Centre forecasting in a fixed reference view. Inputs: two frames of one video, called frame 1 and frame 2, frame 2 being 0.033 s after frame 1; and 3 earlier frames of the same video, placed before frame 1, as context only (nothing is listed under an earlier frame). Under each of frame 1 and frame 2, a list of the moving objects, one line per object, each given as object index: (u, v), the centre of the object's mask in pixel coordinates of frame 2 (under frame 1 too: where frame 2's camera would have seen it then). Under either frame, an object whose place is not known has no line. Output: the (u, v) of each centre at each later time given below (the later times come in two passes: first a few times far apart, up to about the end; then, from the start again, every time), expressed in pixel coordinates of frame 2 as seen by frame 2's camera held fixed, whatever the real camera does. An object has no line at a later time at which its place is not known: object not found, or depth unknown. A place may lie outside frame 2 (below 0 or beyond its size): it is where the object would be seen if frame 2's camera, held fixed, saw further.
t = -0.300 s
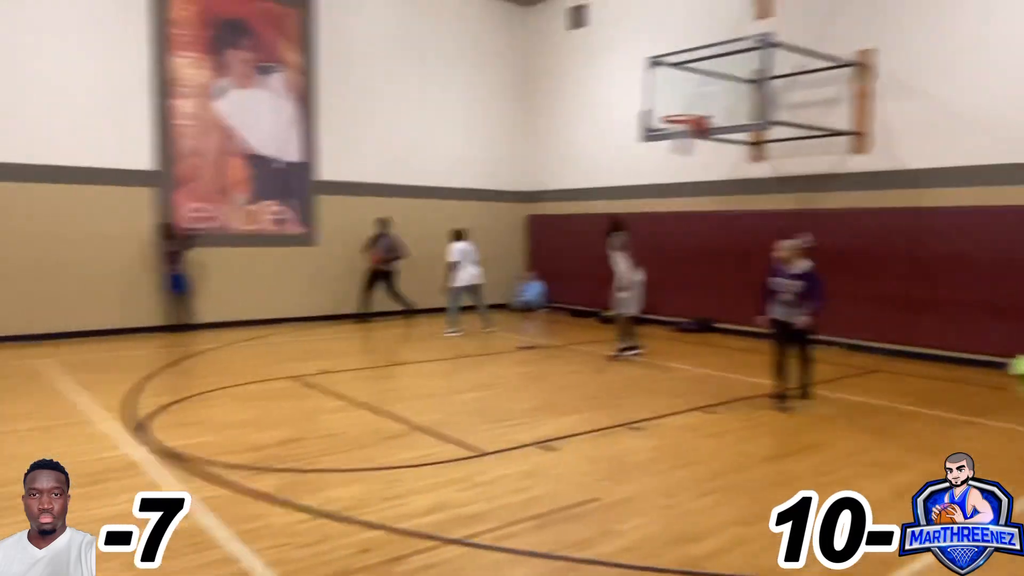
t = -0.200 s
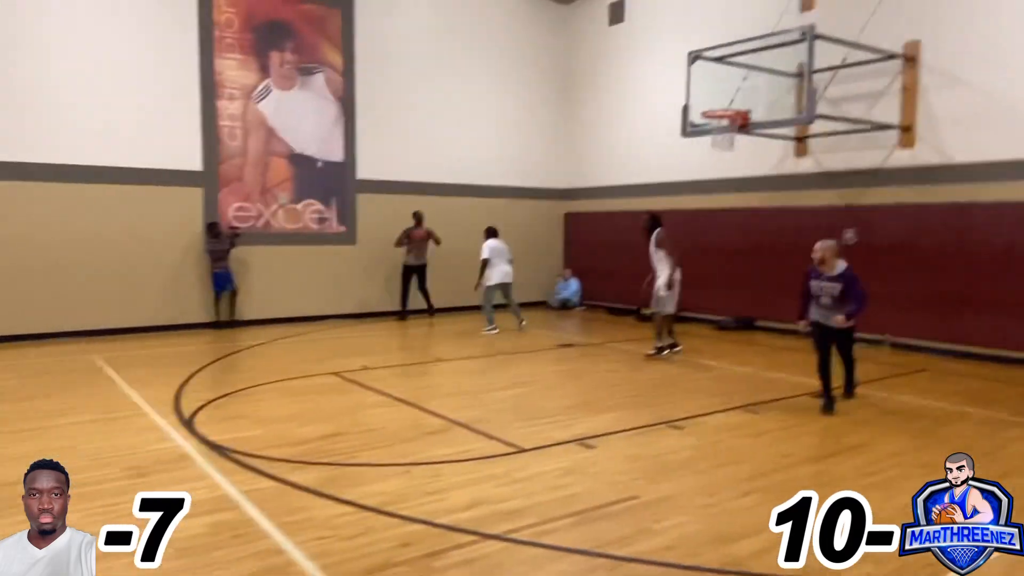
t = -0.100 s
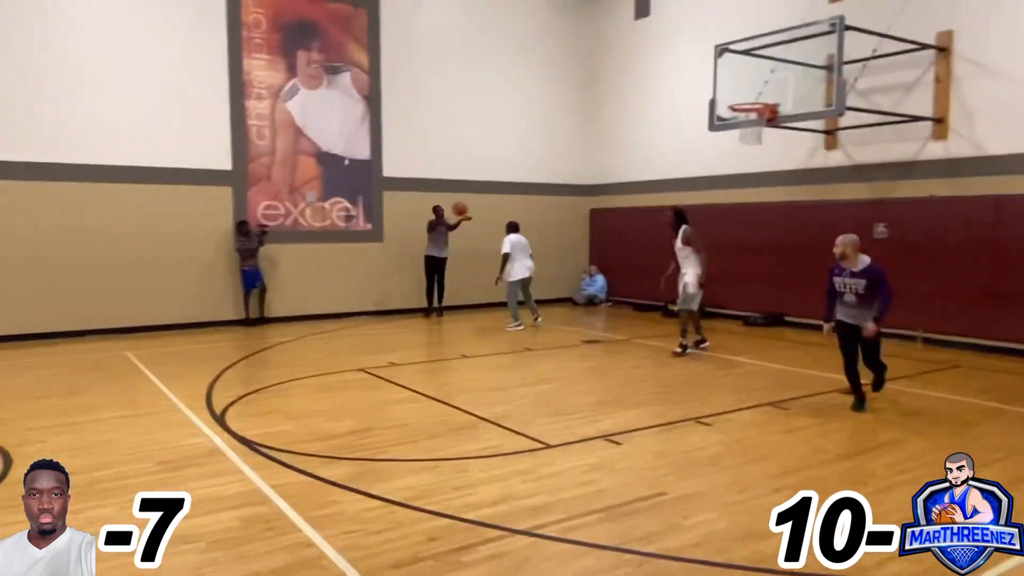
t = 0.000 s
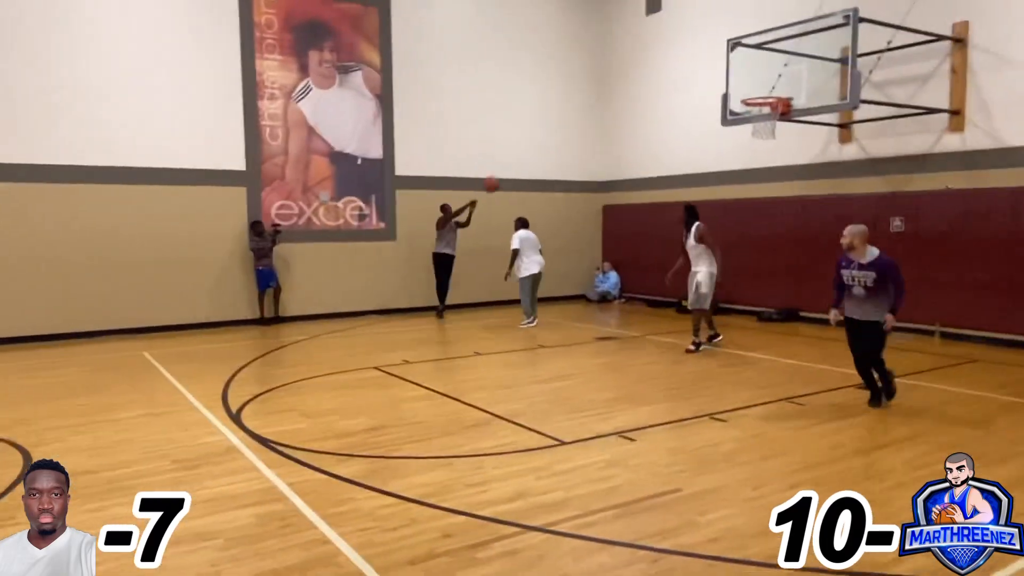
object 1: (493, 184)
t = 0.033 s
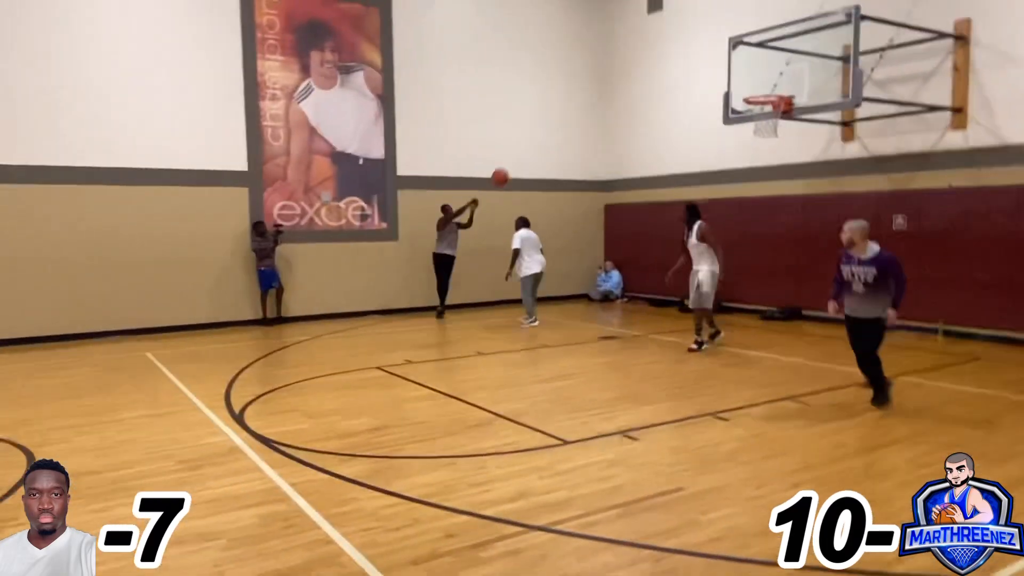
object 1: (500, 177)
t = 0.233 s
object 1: (552, 144)
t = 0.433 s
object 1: (631, 132)
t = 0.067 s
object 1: (507, 171)
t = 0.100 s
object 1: (515, 164)
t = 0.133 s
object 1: (523, 159)
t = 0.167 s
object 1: (532, 153)
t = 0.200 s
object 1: (542, 149)
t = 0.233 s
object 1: (552, 144)
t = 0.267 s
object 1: (563, 140)
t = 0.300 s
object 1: (574, 137)
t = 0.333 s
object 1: (587, 135)
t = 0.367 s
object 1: (600, 133)
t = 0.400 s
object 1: (615, 132)
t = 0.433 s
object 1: (631, 132)
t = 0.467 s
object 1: (648, 133)
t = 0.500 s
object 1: (666, 136)
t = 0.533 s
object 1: (687, 140)
